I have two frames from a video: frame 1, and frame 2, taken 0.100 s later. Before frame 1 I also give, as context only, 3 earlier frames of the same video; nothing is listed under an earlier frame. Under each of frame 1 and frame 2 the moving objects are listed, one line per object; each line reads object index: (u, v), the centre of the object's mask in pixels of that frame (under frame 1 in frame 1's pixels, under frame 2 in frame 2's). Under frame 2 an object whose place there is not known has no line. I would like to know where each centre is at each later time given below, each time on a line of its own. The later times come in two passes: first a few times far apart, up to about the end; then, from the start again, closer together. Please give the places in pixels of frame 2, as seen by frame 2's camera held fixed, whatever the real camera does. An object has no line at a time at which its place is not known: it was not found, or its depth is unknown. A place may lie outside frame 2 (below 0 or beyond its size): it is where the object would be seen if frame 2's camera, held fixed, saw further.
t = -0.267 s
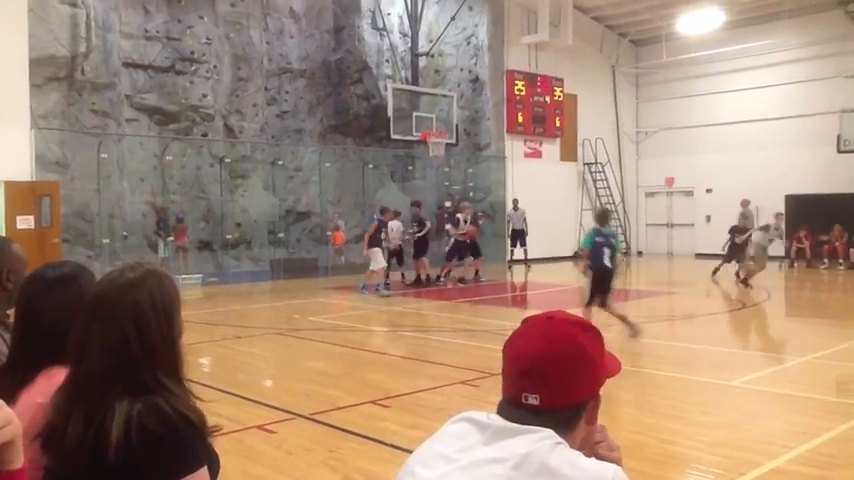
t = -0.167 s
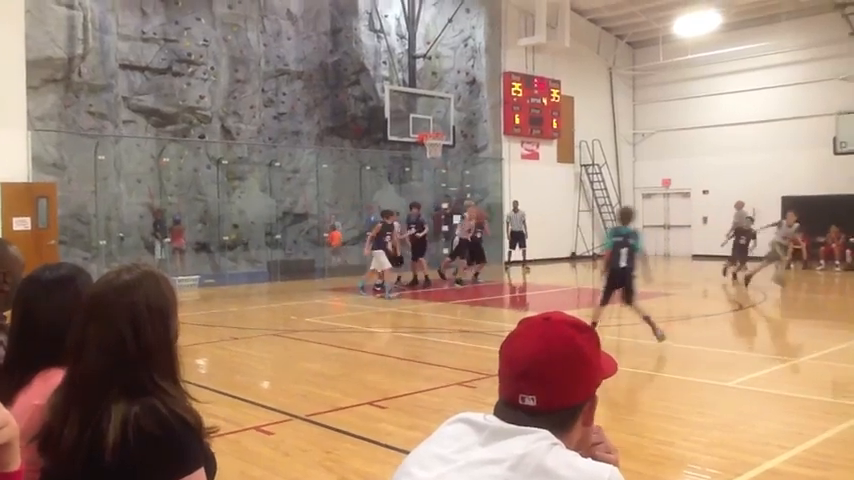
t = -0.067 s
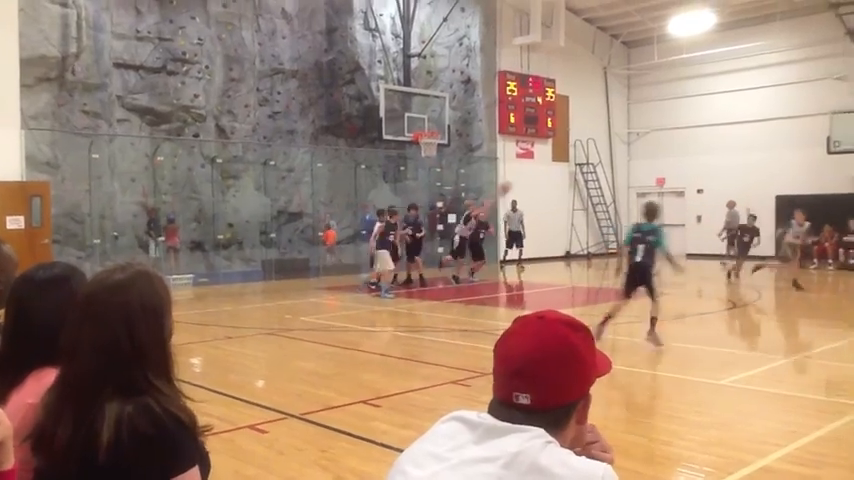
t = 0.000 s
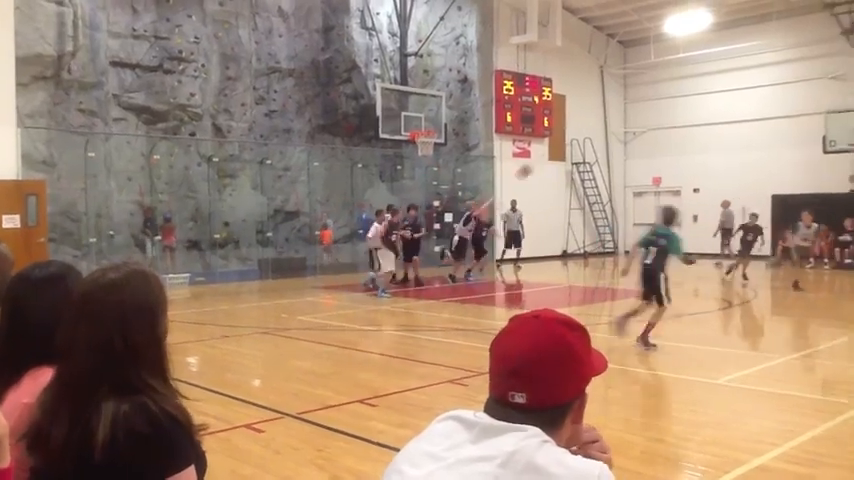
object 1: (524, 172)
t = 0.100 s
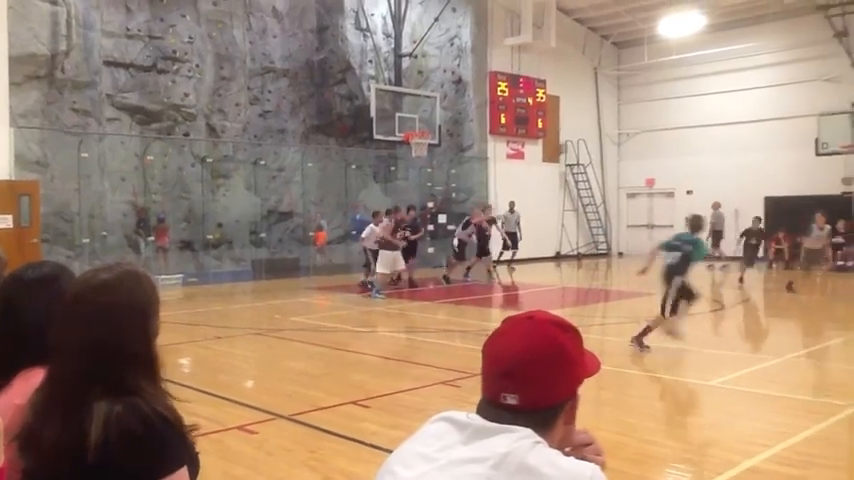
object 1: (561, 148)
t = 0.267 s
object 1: (632, 119)
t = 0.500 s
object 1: (754, 99)
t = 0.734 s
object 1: (911, 116)
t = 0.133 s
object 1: (572, 142)
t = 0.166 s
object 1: (587, 136)
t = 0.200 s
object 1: (599, 131)
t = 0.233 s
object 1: (617, 124)
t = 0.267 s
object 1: (632, 119)
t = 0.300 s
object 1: (648, 114)
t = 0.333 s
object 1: (663, 110)
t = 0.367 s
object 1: (681, 106)
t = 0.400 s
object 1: (699, 103)
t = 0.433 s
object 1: (717, 101)
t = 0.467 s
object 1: (736, 99)
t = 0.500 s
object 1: (754, 99)
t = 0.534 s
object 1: (775, 98)
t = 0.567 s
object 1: (795, 99)
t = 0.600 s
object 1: (817, 101)
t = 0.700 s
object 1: (887, 111)
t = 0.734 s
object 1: (911, 116)
